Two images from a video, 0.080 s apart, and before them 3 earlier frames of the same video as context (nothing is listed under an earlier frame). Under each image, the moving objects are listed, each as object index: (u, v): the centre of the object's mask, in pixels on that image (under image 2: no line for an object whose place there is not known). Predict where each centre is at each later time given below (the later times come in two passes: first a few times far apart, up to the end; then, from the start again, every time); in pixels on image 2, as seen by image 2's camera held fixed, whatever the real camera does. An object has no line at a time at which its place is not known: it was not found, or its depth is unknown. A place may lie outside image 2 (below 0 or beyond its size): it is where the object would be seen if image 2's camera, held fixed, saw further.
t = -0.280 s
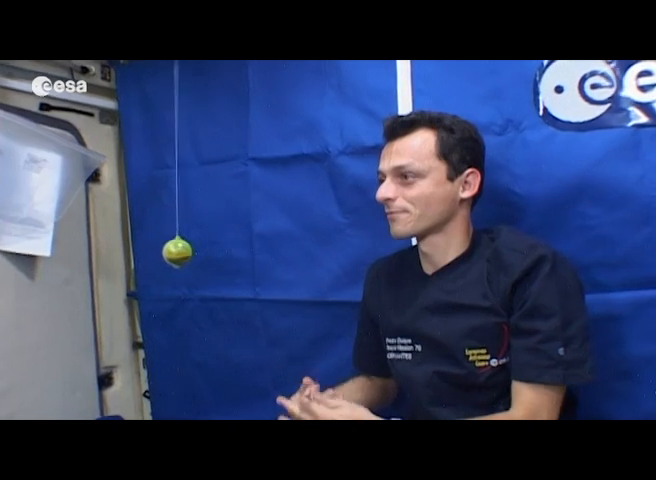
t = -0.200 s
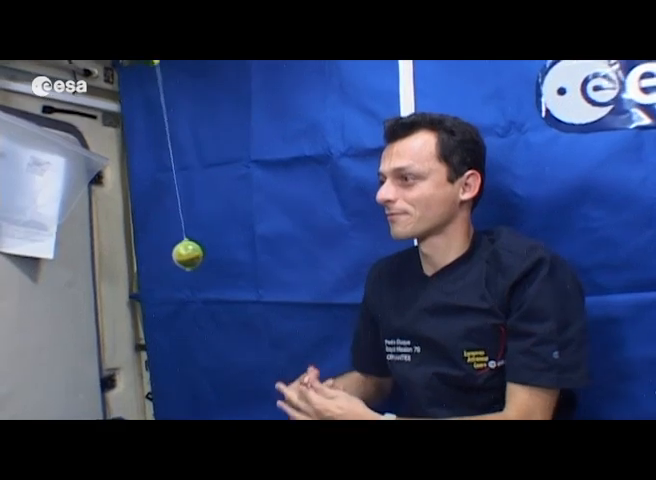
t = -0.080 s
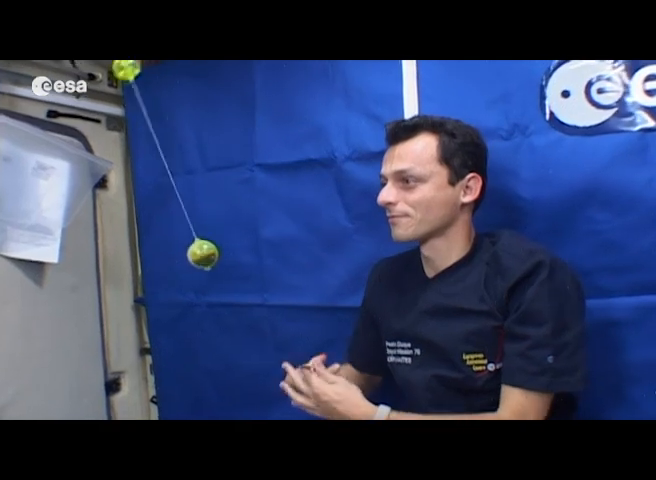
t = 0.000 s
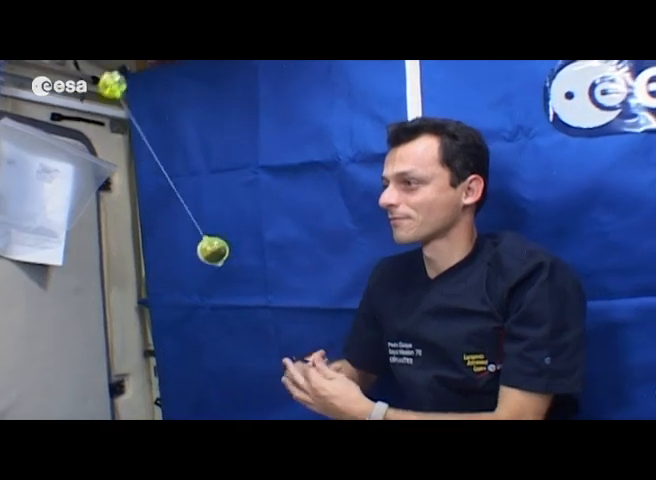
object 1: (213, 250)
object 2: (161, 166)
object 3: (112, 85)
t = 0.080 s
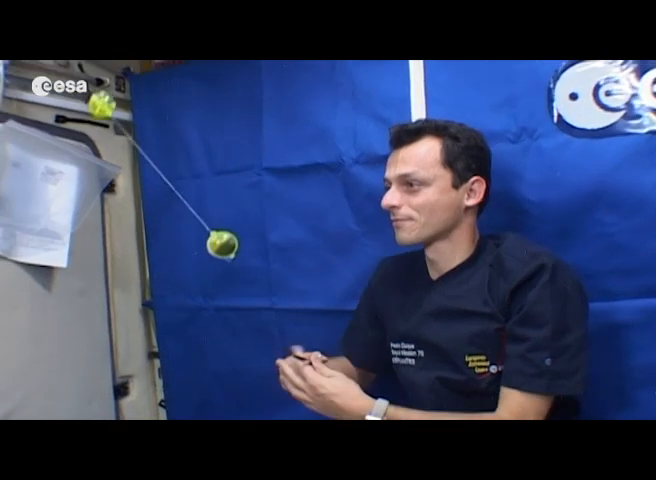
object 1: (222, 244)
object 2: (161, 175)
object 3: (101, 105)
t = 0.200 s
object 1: (228, 230)
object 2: (174, 194)
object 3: (85, 136)
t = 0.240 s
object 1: (229, 222)
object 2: (170, 192)
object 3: (82, 146)
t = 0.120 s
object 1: (224, 240)
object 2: (169, 186)
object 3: (96, 114)
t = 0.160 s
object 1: (226, 235)
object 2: (172, 191)
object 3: (90, 125)
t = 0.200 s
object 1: (228, 230)
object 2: (174, 194)
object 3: (85, 136)
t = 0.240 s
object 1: (229, 222)
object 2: (170, 192)
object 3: (82, 146)
